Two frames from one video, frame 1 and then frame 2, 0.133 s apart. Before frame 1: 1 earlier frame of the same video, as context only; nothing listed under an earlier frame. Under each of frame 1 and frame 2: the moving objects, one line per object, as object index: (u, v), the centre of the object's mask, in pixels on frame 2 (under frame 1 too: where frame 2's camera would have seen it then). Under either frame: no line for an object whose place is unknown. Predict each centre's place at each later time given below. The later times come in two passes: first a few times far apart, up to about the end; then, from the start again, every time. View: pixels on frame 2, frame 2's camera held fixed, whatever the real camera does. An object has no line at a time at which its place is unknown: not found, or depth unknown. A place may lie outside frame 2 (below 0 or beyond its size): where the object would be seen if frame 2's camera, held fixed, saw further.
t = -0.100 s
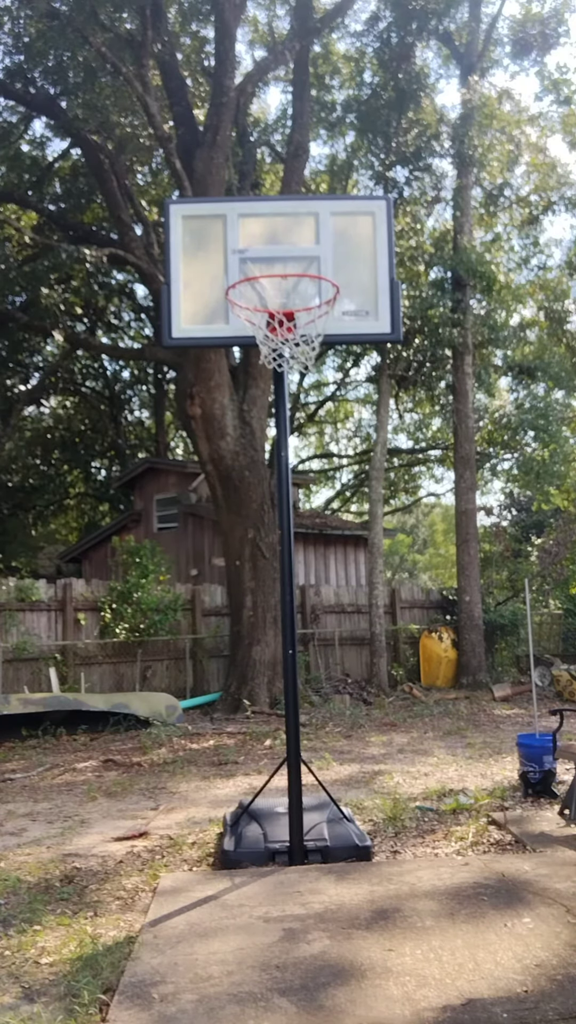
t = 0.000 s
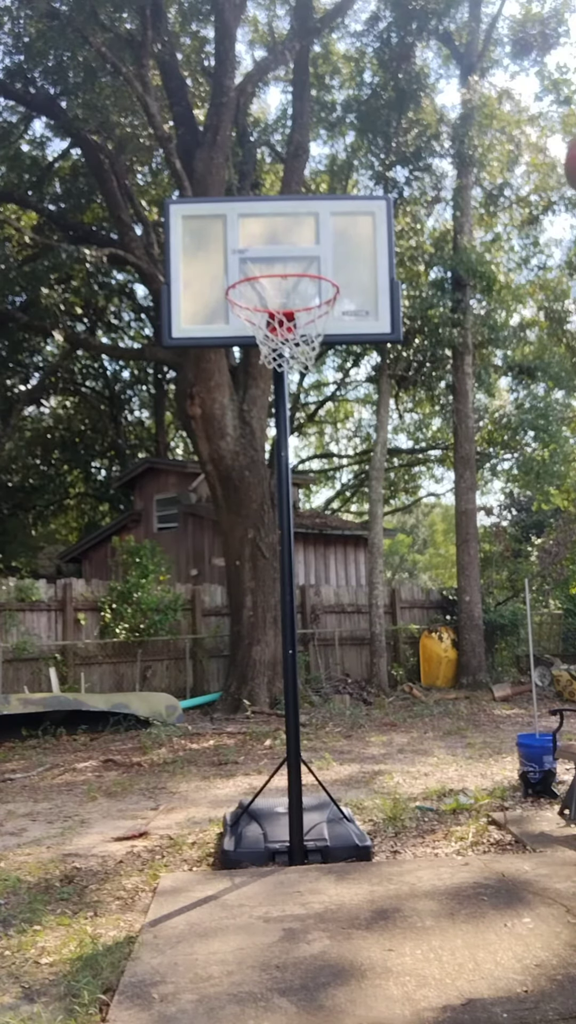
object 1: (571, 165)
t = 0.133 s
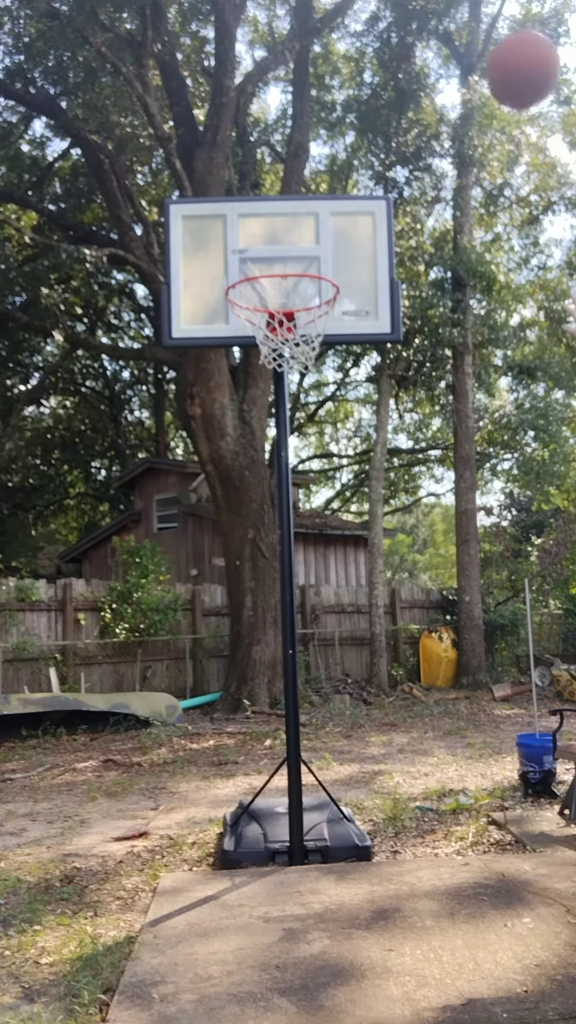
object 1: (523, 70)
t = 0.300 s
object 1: (443, 39)
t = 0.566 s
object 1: (350, 126)
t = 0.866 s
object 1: (275, 367)
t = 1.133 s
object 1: (232, 651)
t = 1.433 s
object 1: (71, 837)
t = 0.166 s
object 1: (505, 57)
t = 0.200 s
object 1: (489, 47)
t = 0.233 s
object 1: (473, 42)
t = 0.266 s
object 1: (458, 40)
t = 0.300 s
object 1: (443, 39)
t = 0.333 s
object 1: (430, 41)
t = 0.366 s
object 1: (417, 47)
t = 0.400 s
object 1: (405, 54)
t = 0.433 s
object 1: (393, 65)
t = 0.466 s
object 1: (382, 77)
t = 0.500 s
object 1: (370, 91)
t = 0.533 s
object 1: (360, 108)
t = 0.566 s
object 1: (350, 126)
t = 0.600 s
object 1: (340, 146)
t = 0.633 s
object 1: (330, 169)
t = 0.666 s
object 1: (321, 192)
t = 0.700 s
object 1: (312, 218)
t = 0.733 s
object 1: (304, 246)
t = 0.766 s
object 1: (296, 274)
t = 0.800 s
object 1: (289, 303)
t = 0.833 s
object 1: (282, 337)
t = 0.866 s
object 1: (275, 367)
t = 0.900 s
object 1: (269, 396)
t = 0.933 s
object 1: (263, 428)
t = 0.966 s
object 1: (258, 461)
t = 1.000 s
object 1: (252, 495)
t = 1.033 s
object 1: (247, 532)
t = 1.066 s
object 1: (242, 570)
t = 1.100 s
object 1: (237, 609)
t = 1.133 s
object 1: (232, 651)
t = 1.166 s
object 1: (227, 693)
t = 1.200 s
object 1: (222, 738)
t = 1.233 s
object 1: (217, 786)
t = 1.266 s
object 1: (213, 835)
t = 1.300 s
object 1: (186, 846)
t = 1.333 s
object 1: (158, 840)
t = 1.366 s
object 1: (130, 837)
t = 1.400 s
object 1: (101, 835)
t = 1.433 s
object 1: (71, 837)
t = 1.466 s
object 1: (40, 840)
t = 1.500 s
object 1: (15, 845)
